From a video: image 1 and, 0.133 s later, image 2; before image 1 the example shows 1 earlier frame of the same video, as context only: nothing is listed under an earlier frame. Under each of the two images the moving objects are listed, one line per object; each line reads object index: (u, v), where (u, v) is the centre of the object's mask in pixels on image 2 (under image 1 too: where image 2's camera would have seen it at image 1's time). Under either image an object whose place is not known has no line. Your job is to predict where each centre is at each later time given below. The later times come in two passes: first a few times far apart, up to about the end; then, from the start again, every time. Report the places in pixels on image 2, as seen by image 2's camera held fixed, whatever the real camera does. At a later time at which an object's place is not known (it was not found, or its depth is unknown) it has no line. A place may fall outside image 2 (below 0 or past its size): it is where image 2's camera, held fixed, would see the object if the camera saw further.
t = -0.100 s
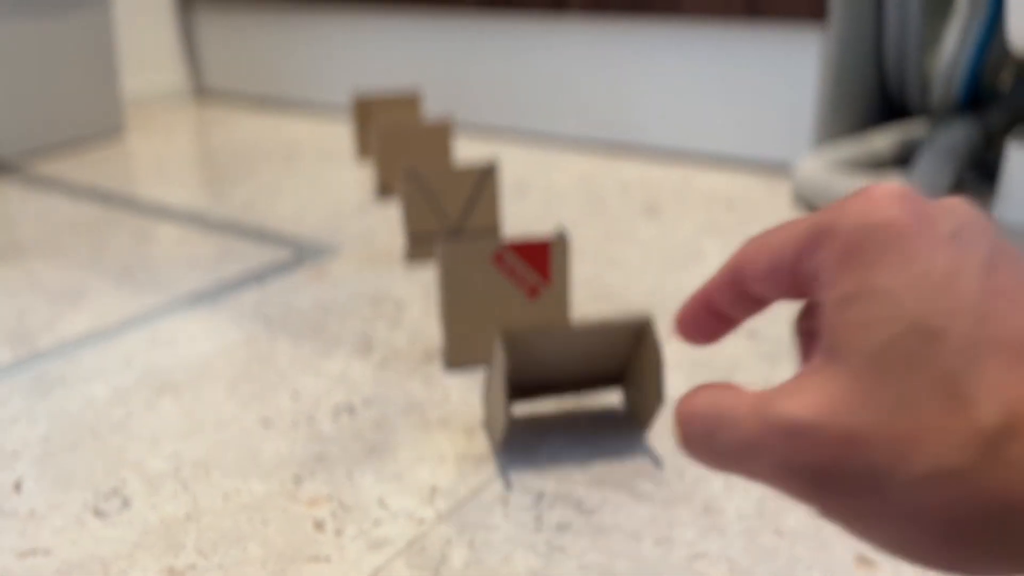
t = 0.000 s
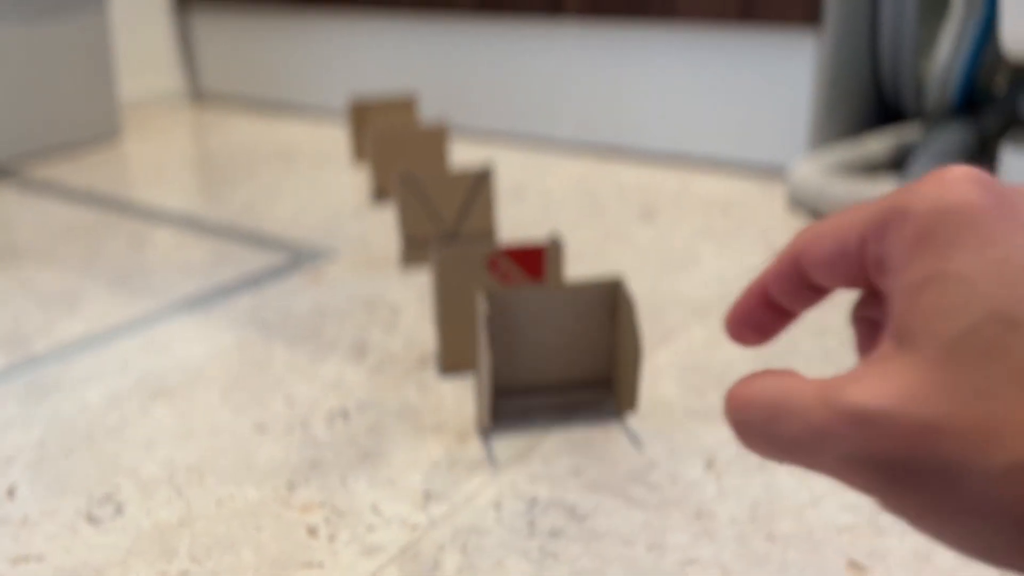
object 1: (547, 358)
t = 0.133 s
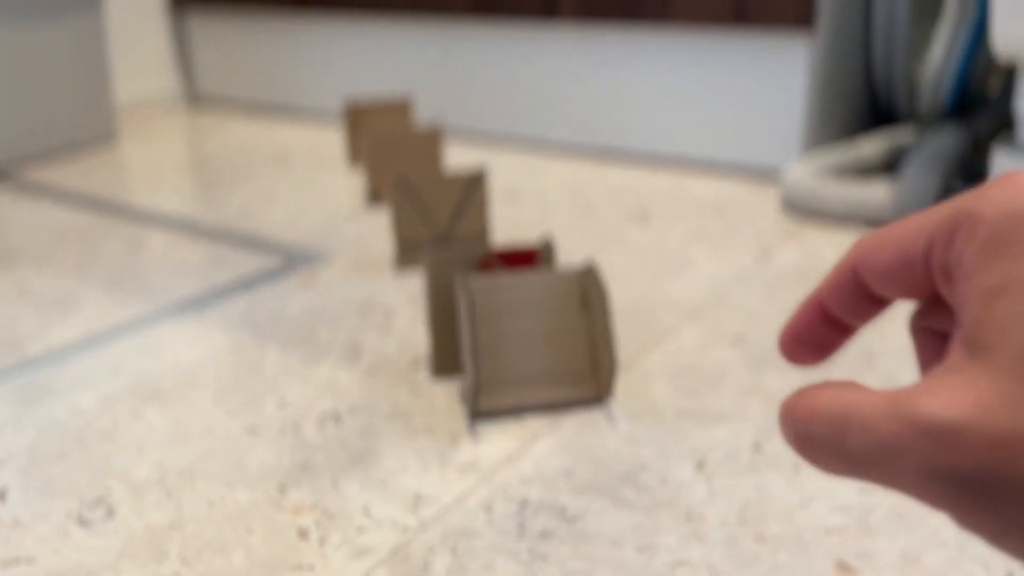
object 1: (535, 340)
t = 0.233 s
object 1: (533, 354)
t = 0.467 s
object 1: (543, 384)
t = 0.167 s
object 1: (532, 343)
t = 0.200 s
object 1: (532, 345)
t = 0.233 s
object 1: (533, 354)
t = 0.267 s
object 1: (535, 366)
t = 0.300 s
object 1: (539, 379)
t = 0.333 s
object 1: (541, 381)
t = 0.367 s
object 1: (542, 382)
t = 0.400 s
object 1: (544, 383)
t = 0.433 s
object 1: (543, 383)
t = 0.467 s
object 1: (543, 384)
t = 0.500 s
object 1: (544, 384)
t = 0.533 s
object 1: (544, 384)
